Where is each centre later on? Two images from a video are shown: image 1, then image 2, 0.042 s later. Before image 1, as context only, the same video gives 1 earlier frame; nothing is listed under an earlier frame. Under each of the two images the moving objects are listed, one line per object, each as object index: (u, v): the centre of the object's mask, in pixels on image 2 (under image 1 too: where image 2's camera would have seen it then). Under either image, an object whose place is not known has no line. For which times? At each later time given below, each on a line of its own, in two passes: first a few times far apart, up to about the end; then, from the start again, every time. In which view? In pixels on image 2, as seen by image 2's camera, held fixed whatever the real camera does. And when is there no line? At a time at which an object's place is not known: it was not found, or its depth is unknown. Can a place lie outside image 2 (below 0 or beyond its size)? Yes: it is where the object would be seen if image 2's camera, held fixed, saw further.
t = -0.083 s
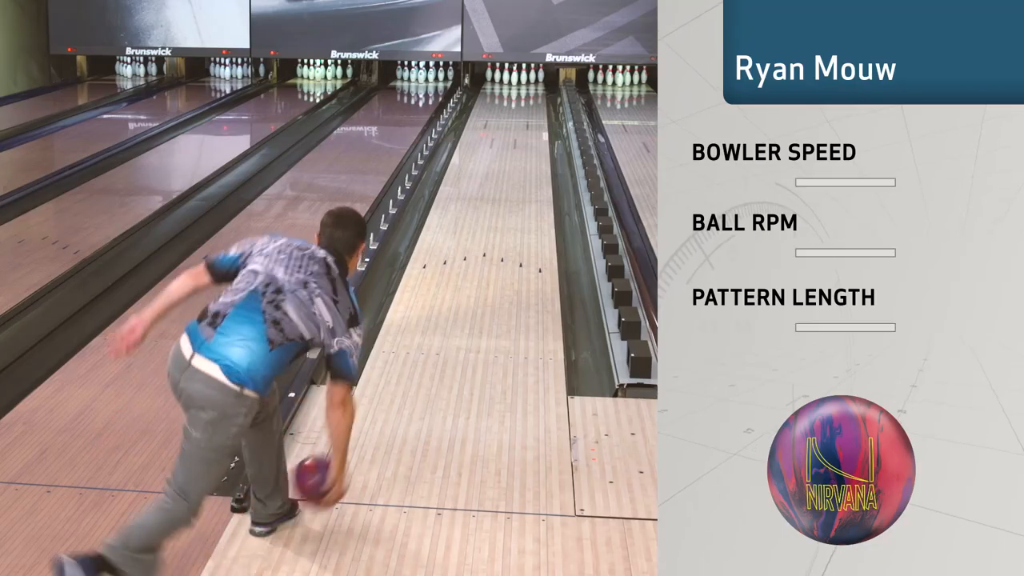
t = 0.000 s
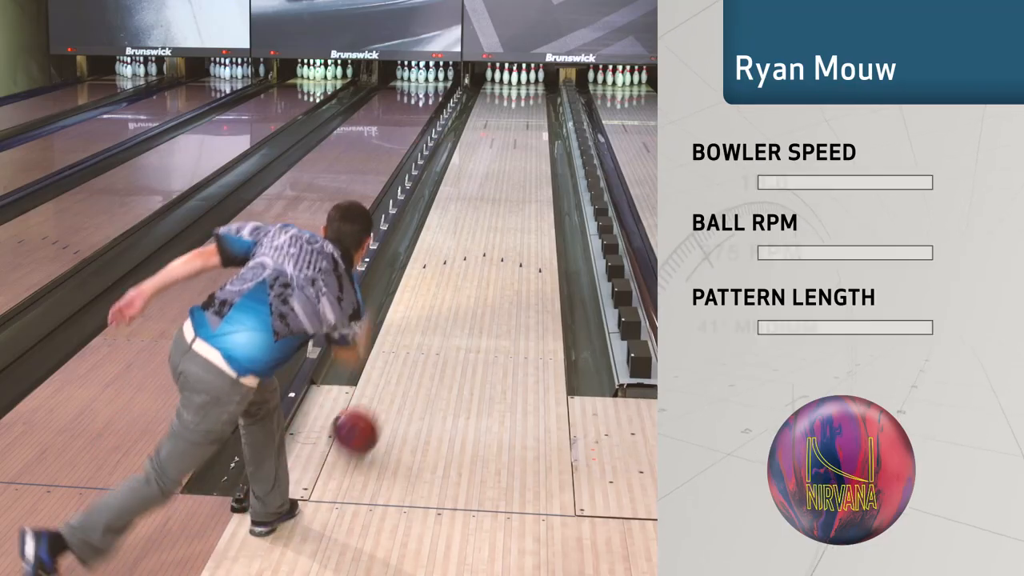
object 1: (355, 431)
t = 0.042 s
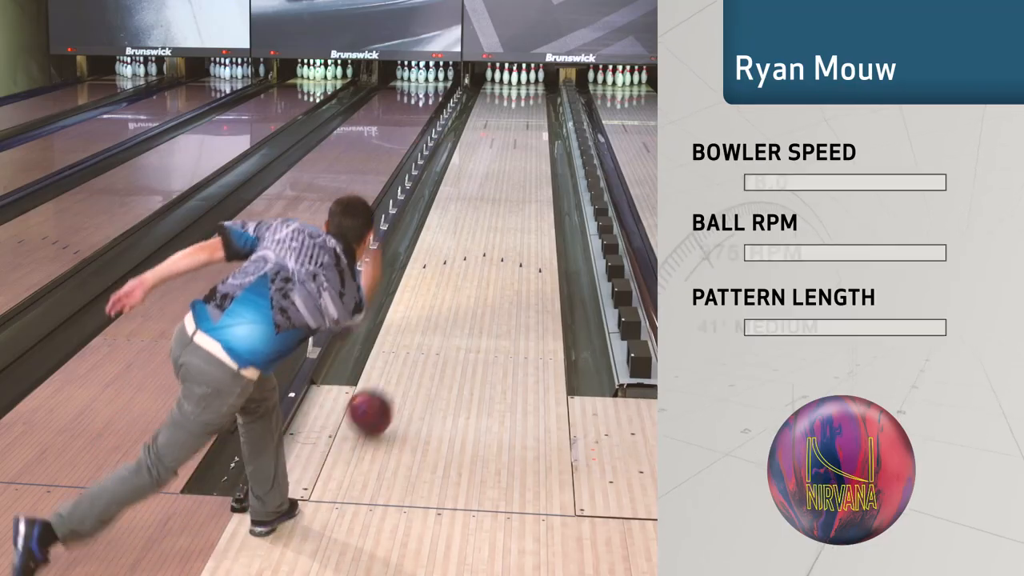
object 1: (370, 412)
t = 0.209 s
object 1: (416, 337)
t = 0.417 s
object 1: (454, 272)
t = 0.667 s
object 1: (485, 217)
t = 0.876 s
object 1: (503, 185)
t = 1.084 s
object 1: (516, 159)
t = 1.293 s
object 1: (527, 139)
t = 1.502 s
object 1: (534, 123)
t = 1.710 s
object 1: (537, 110)
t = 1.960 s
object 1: (535, 97)
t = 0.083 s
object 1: (383, 392)
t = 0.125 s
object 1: (396, 372)
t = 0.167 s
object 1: (406, 354)
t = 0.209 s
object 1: (416, 337)
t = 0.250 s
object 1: (425, 322)
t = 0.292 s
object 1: (433, 309)
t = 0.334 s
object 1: (440, 295)
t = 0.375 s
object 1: (447, 283)
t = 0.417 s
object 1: (454, 272)
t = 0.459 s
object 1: (460, 261)
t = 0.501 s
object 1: (465, 251)
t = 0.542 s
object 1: (471, 242)
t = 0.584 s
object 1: (476, 233)
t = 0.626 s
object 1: (480, 225)
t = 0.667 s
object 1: (485, 217)
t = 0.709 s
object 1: (489, 210)
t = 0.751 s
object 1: (493, 203)
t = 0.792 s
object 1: (496, 197)
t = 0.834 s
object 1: (500, 191)
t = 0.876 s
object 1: (503, 185)
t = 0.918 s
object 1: (506, 179)
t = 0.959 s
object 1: (509, 174)
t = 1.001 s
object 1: (511, 169)
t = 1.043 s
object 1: (514, 164)
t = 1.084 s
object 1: (516, 159)
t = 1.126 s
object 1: (519, 155)
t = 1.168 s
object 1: (521, 150)
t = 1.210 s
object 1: (523, 147)
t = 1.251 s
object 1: (525, 143)
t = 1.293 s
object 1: (527, 139)
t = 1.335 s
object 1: (528, 136)
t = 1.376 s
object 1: (530, 132)
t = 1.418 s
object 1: (531, 129)
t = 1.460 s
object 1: (532, 126)
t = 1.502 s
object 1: (534, 123)
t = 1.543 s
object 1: (534, 120)
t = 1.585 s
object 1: (535, 118)
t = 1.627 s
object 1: (536, 115)
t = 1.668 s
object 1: (536, 112)
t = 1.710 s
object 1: (537, 110)
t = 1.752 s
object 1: (537, 107)
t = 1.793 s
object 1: (537, 105)
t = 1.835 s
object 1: (537, 103)
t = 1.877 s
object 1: (537, 101)
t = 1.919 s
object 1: (536, 99)
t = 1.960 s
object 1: (535, 97)
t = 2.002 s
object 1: (534, 96)
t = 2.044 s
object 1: (533, 94)
